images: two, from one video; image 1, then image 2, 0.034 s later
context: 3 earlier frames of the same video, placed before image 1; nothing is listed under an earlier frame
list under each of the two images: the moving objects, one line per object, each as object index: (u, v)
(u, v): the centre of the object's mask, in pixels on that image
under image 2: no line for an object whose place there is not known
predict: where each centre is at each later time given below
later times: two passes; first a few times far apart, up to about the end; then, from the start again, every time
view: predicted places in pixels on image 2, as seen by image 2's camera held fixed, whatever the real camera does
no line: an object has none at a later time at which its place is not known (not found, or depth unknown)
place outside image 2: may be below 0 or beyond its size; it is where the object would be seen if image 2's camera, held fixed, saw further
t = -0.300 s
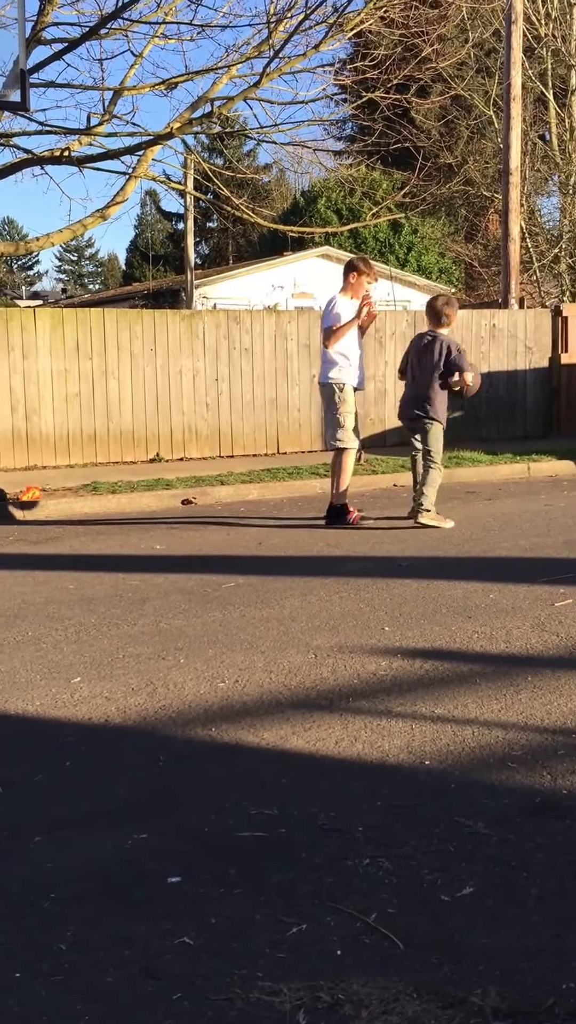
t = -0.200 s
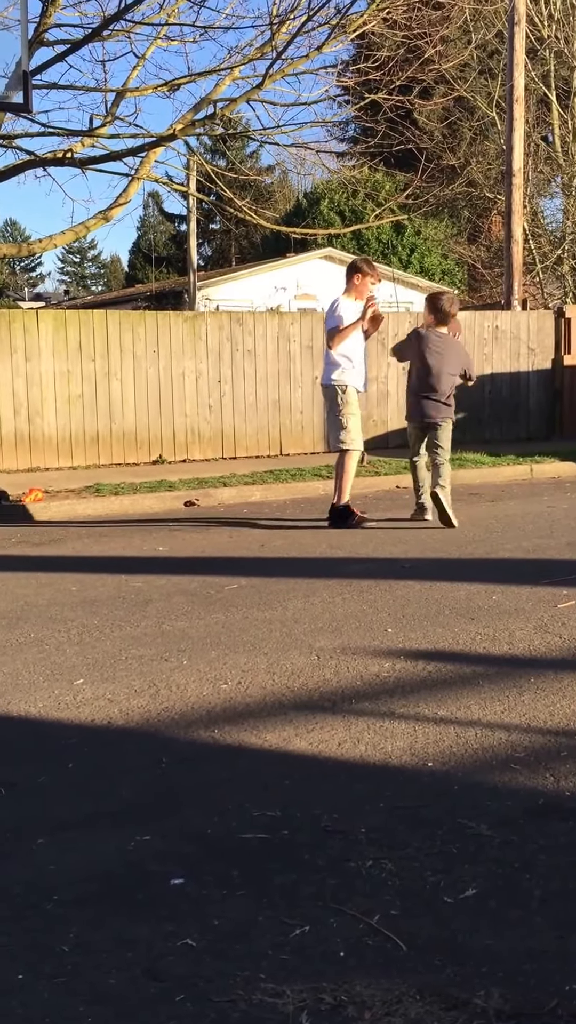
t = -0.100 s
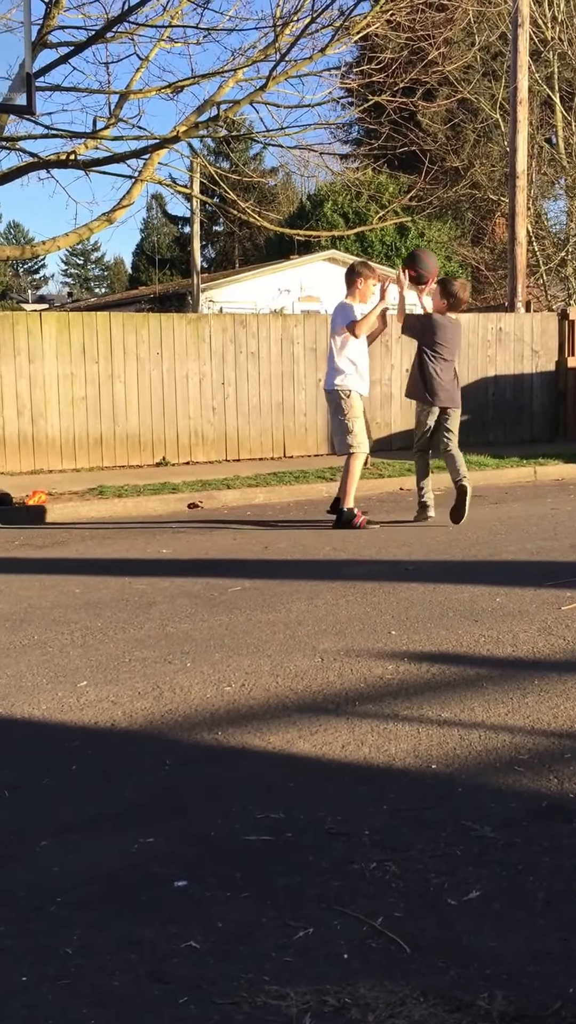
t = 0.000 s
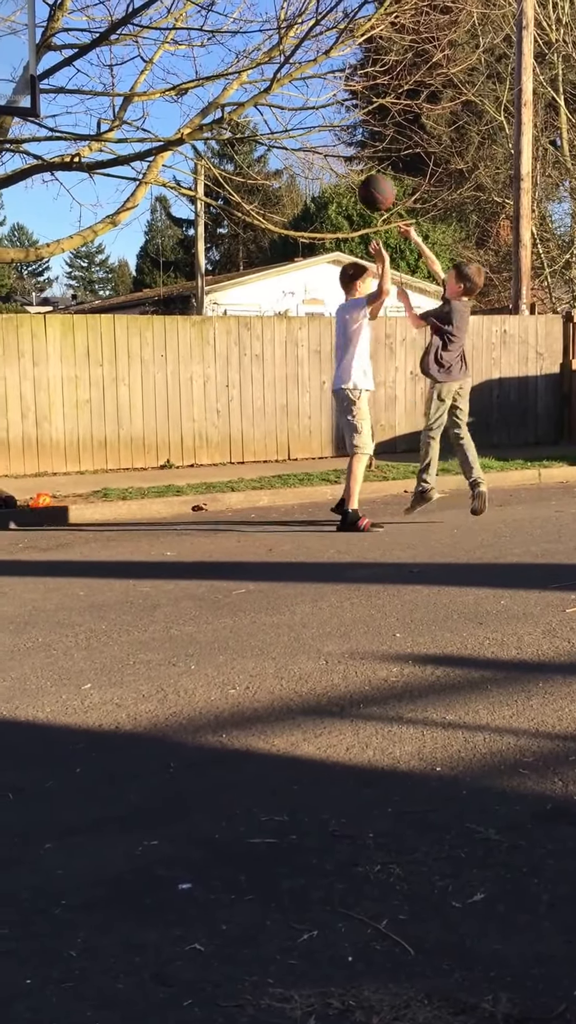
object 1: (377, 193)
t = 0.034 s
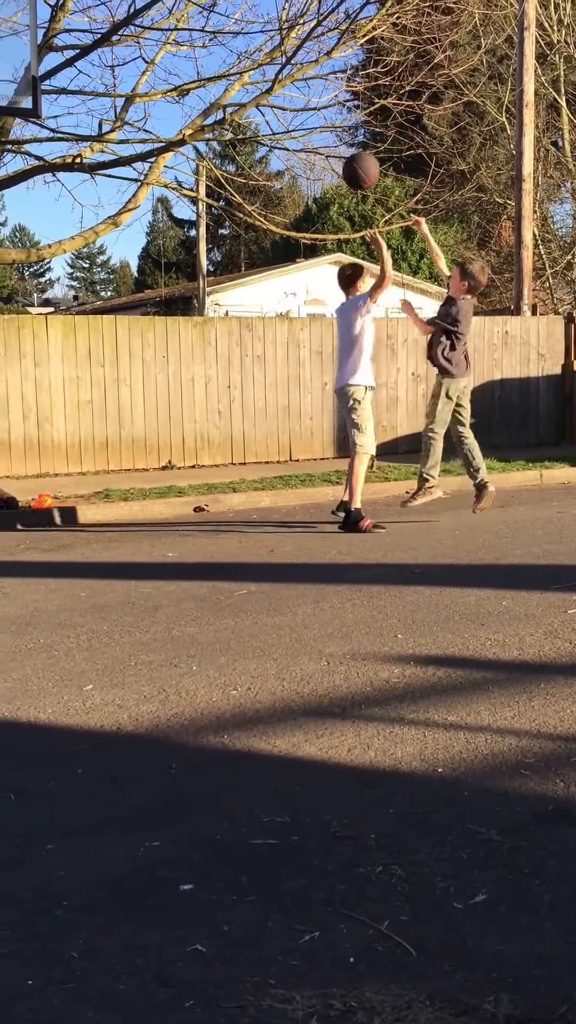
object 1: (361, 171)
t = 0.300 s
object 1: (226, 57)
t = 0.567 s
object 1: (105, 66)
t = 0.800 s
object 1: (0, 161)
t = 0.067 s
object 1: (344, 150)
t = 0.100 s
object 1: (326, 132)
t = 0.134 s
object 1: (309, 115)
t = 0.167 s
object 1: (291, 100)
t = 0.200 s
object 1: (274, 86)
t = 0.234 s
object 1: (258, 75)
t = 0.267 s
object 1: (241, 65)
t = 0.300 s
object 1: (226, 57)
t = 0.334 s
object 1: (209, 53)
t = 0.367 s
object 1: (193, 50)
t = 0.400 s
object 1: (179, 49)
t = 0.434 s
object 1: (166, 51)
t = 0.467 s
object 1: (152, 53)
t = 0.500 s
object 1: (136, 56)
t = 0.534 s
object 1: (120, 61)
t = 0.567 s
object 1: (105, 66)
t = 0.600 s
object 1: (88, 77)
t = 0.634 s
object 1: (72, 90)
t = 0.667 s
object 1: (57, 103)
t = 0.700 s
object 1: (42, 116)
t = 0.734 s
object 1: (28, 130)
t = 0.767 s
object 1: (13, 145)
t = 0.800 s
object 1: (0, 161)
